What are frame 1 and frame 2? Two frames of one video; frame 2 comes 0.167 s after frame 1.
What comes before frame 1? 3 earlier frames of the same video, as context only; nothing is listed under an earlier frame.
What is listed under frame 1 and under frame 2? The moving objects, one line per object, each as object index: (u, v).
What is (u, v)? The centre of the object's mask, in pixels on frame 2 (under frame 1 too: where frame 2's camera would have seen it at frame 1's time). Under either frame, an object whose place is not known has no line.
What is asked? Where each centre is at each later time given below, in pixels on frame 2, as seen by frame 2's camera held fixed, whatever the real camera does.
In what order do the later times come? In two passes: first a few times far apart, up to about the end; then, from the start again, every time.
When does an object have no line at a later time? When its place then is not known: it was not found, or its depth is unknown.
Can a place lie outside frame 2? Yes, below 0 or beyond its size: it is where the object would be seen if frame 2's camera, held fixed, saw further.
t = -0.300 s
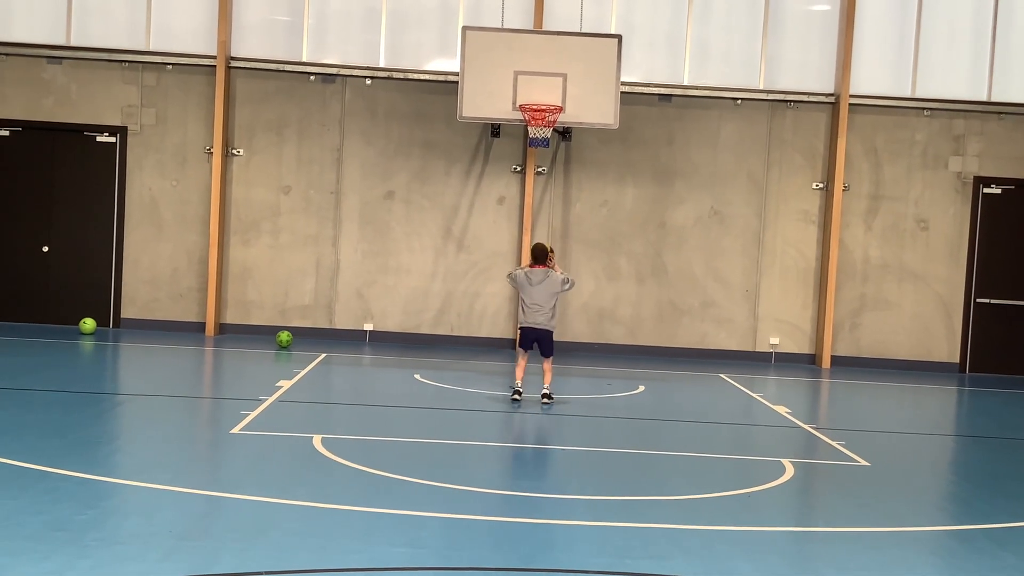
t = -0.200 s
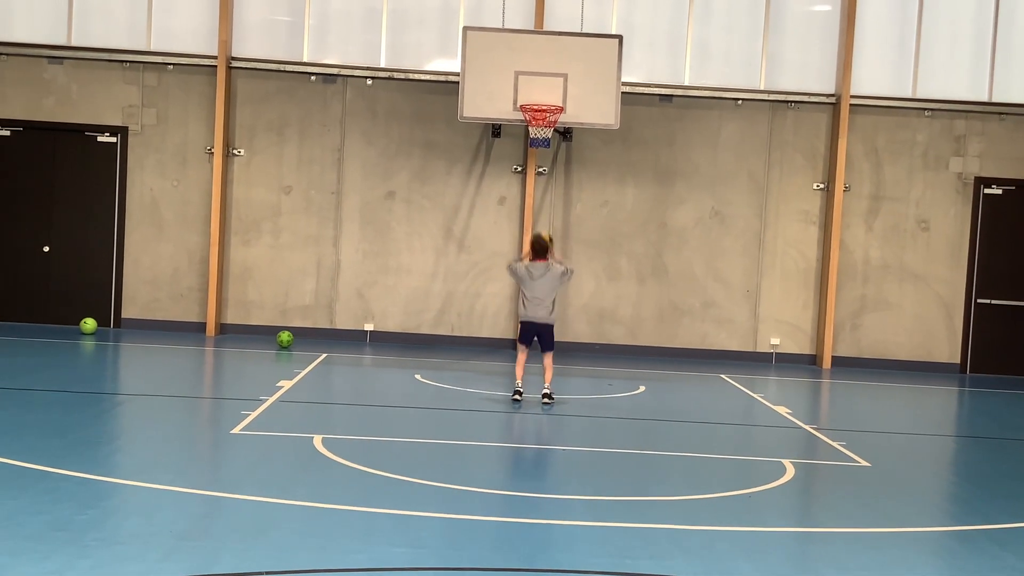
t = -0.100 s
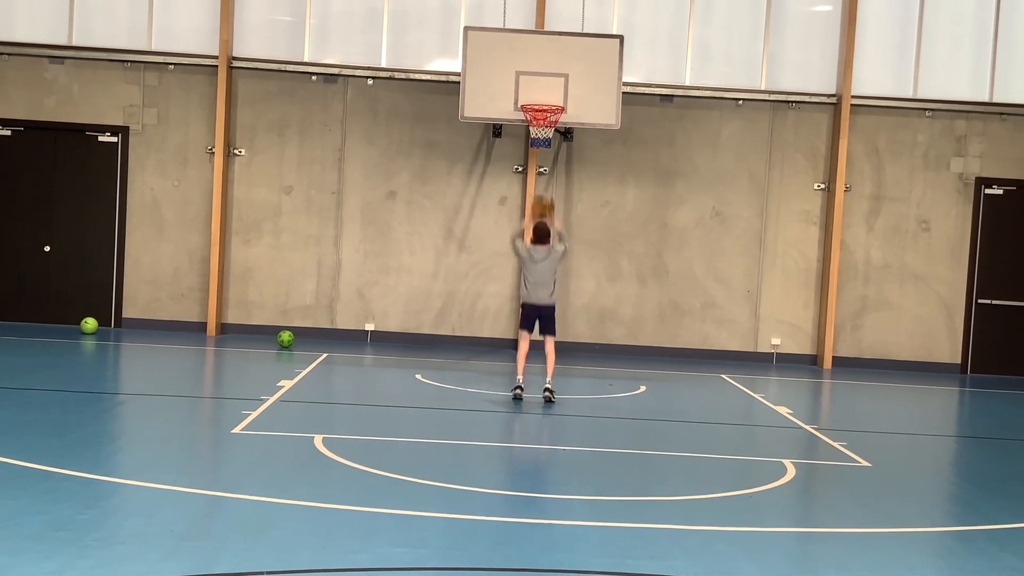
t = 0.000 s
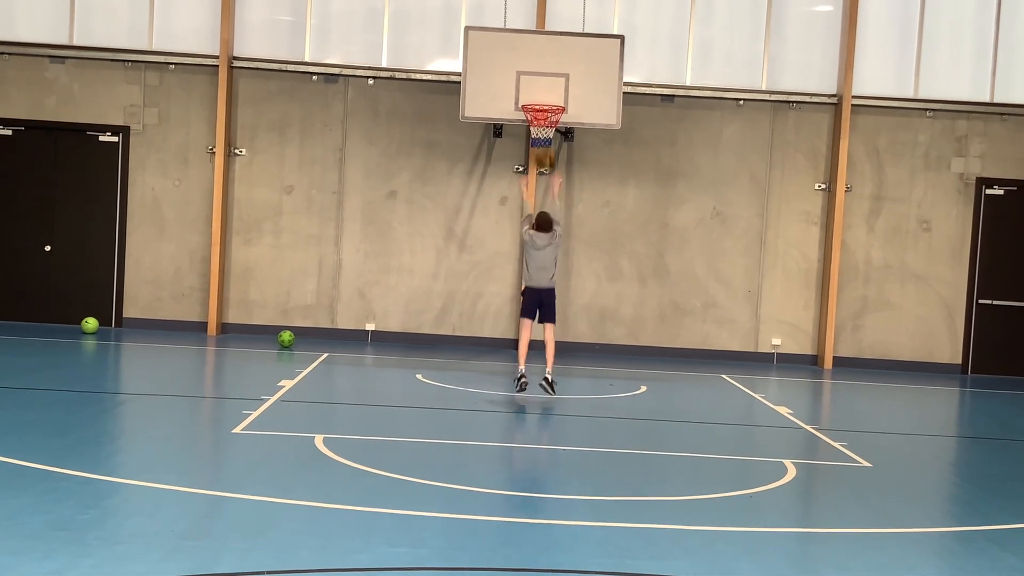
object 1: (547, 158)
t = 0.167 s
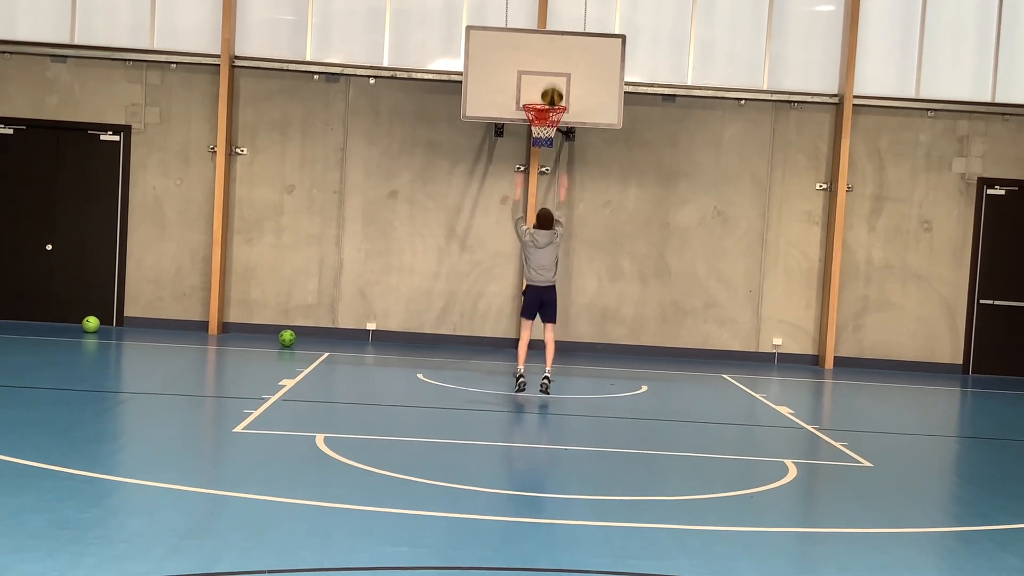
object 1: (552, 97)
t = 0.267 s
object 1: (553, 74)
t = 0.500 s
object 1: (554, 56)
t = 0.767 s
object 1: (556, 78)
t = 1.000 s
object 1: (557, 148)
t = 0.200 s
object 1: (552, 88)
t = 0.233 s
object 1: (553, 80)
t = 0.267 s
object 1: (553, 74)
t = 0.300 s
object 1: (554, 68)
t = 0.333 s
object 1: (554, 64)
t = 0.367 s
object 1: (554, 60)
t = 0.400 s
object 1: (554, 58)
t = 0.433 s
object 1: (554, 56)
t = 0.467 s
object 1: (554, 56)
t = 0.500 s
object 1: (554, 56)
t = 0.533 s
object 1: (554, 58)
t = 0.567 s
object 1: (554, 59)
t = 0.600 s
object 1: (555, 60)
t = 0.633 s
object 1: (555, 61)
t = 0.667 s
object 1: (555, 65)
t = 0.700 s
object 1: (556, 68)
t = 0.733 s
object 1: (556, 72)
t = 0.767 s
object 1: (556, 78)
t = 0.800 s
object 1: (557, 84)
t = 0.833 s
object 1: (557, 92)
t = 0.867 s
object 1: (558, 101)
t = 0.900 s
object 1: (557, 112)
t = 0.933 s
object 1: (558, 123)
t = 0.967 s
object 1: (558, 134)
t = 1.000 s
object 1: (557, 148)
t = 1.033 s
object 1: (557, 160)
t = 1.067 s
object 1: (557, 177)
